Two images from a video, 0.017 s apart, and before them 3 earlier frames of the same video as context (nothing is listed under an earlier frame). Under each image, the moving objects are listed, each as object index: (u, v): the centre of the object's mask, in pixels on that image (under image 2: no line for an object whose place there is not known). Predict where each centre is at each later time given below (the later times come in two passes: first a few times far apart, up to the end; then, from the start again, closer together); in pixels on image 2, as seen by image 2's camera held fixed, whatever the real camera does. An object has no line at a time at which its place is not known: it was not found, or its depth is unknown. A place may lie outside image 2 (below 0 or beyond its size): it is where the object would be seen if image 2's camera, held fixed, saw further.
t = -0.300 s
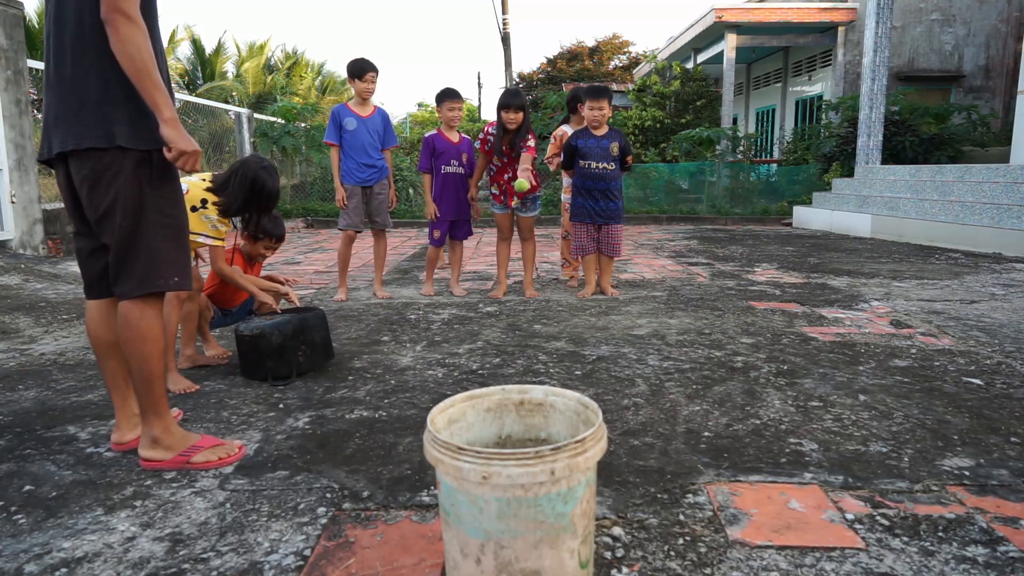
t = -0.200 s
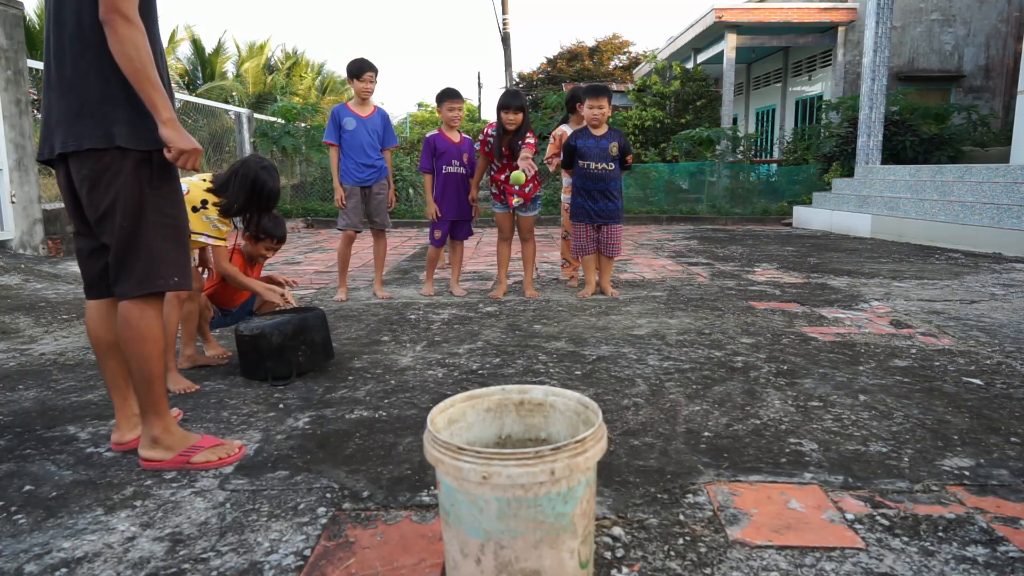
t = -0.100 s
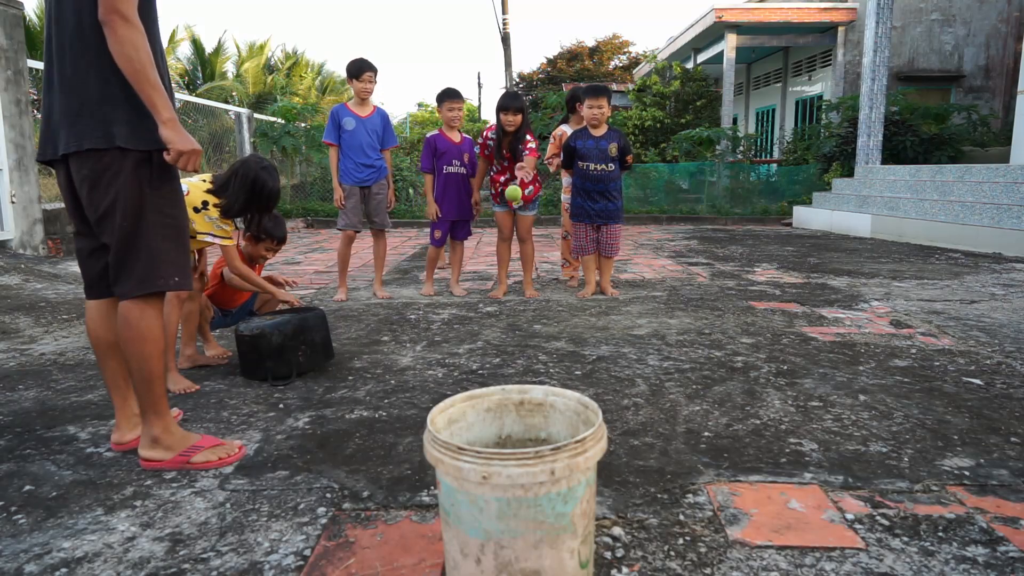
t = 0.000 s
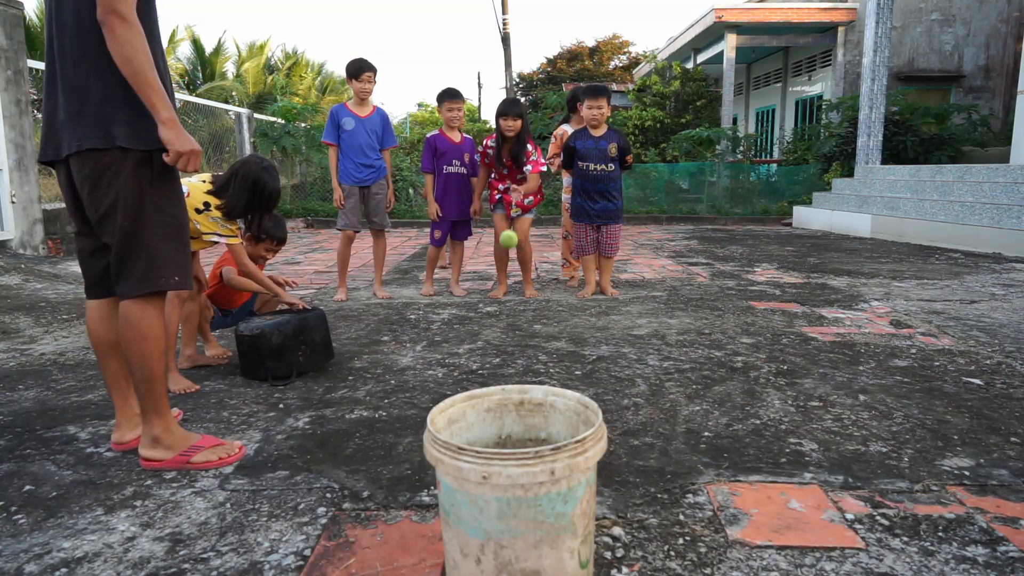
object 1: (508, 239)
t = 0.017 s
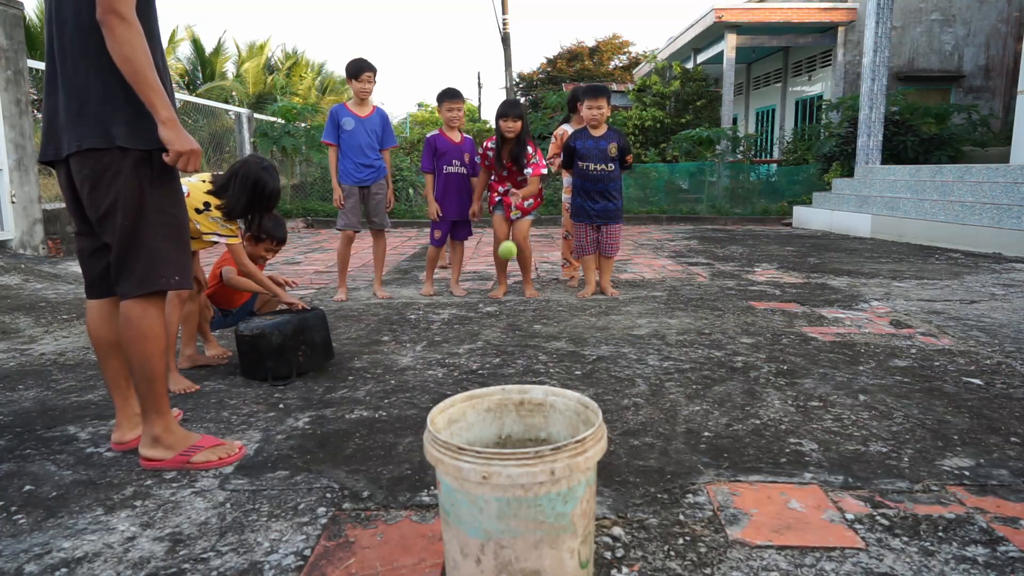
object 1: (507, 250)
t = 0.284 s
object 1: (474, 340)
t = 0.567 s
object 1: (392, 363)
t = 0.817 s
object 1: (272, 557)
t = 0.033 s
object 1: (506, 263)
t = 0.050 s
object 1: (505, 276)
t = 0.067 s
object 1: (504, 290)
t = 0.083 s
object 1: (504, 307)
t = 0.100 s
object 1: (503, 324)
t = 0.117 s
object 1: (502, 343)
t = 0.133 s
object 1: (501, 363)
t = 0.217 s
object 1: (488, 374)
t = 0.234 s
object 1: (485, 364)
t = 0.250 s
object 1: (481, 355)
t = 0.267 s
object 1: (478, 348)
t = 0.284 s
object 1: (474, 340)
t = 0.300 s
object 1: (470, 334)
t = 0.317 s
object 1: (466, 328)
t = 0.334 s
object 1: (462, 323)
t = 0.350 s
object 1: (458, 319)
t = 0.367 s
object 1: (453, 315)
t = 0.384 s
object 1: (449, 313)
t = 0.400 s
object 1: (444, 311)
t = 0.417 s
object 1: (440, 311)
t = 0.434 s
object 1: (435, 312)
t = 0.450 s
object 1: (430, 313)
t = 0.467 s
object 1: (425, 317)
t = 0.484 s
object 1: (420, 320)
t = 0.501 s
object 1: (415, 326)
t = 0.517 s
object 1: (410, 333)
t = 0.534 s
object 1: (404, 342)
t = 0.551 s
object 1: (398, 352)
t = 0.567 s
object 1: (392, 363)
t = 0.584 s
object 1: (387, 376)
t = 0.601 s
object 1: (381, 392)
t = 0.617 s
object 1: (375, 409)
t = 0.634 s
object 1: (368, 428)
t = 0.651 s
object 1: (362, 449)
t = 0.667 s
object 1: (355, 471)
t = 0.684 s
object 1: (349, 495)
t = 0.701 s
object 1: (342, 523)
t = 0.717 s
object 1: (334, 552)
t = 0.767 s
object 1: (309, 568)
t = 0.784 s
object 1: (296, 565)
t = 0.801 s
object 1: (285, 561)
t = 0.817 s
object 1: (272, 557)
